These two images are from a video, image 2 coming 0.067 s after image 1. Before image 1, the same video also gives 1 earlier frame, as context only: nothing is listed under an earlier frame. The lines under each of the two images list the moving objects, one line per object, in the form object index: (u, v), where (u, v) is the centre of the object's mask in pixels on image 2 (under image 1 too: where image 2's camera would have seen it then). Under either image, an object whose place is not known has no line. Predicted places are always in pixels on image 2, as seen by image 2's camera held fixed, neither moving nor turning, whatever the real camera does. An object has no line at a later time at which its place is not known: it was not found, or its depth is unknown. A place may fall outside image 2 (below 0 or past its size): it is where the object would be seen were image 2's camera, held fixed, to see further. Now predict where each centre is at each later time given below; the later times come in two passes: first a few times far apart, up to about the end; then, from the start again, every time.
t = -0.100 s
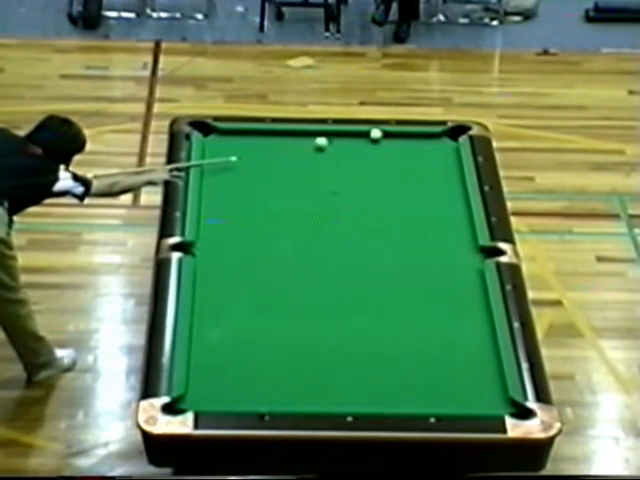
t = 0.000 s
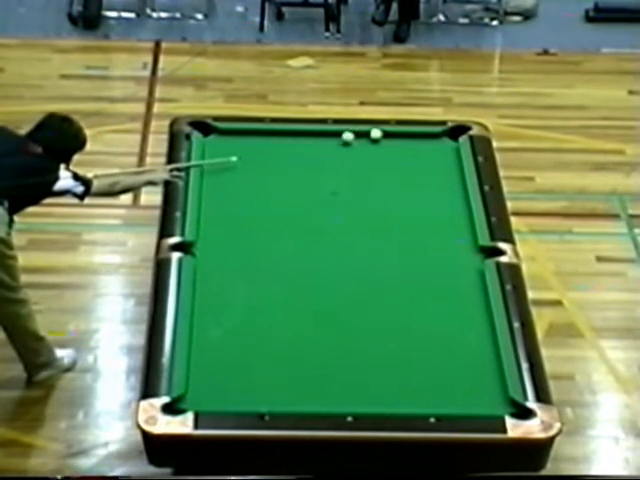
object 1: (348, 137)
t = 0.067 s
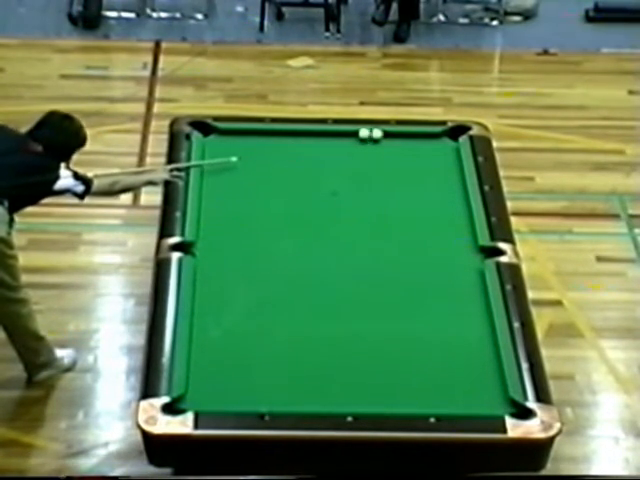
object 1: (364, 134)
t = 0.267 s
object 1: (376, 140)
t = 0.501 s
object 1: (394, 147)
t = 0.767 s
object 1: (414, 155)
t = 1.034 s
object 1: (434, 163)
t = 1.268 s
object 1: (450, 169)
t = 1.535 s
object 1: (455, 175)
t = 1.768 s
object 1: (447, 180)
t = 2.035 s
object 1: (439, 185)
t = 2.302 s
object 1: (432, 190)
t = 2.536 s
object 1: (426, 194)
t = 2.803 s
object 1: (420, 197)
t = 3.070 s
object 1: (414, 201)
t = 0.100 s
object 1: (365, 134)
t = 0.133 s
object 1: (367, 136)
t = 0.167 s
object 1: (369, 137)
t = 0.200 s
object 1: (371, 138)
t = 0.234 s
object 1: (374, 139)
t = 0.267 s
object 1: (376, 140)
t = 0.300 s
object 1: (379, 141)
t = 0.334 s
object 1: (382, 142)
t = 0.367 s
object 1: (384, 143)
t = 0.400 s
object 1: (387, 144)
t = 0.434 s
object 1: (389, 145)
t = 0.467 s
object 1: (392, 146)
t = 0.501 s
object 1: (394, 147)
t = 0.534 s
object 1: (397, 148)
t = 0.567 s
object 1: (399, 149)
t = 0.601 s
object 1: (402, 150)
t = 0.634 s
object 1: (405, 151)
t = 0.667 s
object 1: (407, 152)
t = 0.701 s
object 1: (409, 153)
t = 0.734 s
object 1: (412, 154)
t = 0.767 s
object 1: (414, 155)
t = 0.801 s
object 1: (417, 156)
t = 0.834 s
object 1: (419, 157)
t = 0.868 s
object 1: (422, 158)
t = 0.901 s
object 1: (424, 159)
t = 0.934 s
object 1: (427, 160)
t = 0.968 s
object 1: (429, 161)
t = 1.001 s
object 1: (431, 162)
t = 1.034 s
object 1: (434, 163)
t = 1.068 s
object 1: (436, 164)
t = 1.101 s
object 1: (438, 165)
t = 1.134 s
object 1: (441, 165)
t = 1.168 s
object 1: (443, 166)
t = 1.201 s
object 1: (445, 168)
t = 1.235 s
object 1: (448, 168)
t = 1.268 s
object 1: (450, 169)
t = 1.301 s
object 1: (452, 170)
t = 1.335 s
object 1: (455, 171)
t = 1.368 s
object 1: (457, 172)
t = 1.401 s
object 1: (459, 173)
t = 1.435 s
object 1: (458, 174)
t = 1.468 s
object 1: (457, 174)
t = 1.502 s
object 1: (456, 175)
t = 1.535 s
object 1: (455, 175)
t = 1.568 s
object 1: (454, 176)
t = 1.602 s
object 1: (453, 177)
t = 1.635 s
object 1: (451, 177)
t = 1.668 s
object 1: (450, 178)
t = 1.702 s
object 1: (449, 179)
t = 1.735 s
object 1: (448, 180)
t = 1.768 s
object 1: (447, 180)
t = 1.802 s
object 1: (446, 181)
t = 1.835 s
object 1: (445, 181)
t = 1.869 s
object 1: (444, 182)
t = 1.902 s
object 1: (443, 183)
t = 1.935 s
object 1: (442, 184)
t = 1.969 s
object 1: (441, 184)
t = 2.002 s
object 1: (440, 185)
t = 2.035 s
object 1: (439, 185)
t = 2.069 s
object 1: (438, 186)
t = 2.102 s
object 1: (437, 186)
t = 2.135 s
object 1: (436, 187)
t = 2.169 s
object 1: (435, 188)
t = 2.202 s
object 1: (435, 188)
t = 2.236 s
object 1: (433, 189)
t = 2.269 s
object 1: (433, 189)
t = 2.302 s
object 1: (432, 190)
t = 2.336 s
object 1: (431, 191)
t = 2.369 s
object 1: (430, 191)
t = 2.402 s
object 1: (430, 191)
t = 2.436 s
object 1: (428, 192)
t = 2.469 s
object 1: (428, 192)
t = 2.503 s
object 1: (427, 193)
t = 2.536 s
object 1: (426, 194)
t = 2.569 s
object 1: (425, 194)
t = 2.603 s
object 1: (424, 194)
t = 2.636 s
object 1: (424, 195)
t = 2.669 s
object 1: (423, 196)
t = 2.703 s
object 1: (422, 196)
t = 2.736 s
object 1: (421, 197)
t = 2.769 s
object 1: (421, 197)
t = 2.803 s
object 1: (420, 197)
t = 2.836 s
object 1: (419, 198)
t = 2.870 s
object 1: (418, 199)
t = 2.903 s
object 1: (418, 199)
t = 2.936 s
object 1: (417, 199)
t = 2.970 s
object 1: (416, 200)
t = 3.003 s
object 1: (416, 200)
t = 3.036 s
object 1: (415, 201)
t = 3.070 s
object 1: (414, 201)
